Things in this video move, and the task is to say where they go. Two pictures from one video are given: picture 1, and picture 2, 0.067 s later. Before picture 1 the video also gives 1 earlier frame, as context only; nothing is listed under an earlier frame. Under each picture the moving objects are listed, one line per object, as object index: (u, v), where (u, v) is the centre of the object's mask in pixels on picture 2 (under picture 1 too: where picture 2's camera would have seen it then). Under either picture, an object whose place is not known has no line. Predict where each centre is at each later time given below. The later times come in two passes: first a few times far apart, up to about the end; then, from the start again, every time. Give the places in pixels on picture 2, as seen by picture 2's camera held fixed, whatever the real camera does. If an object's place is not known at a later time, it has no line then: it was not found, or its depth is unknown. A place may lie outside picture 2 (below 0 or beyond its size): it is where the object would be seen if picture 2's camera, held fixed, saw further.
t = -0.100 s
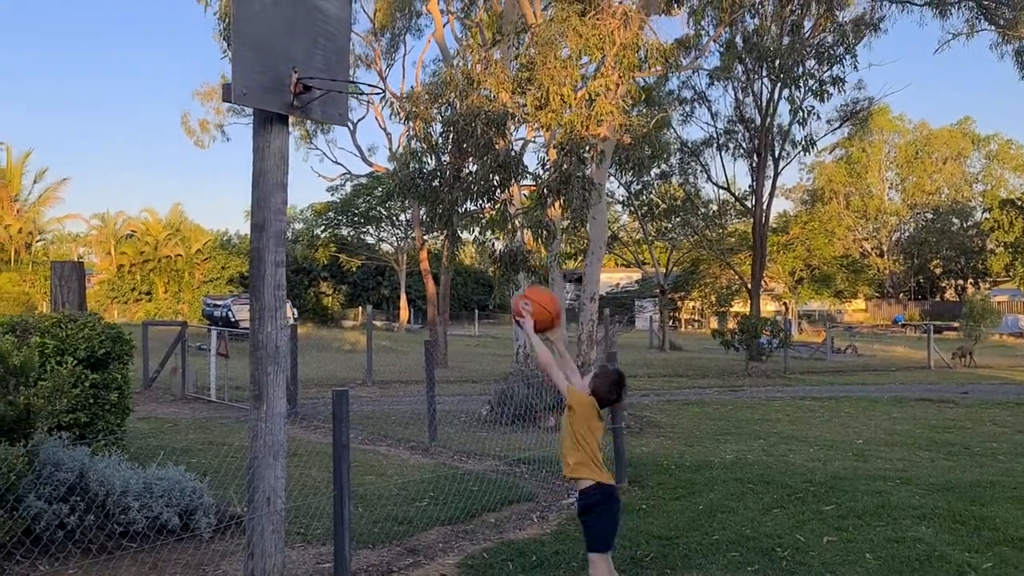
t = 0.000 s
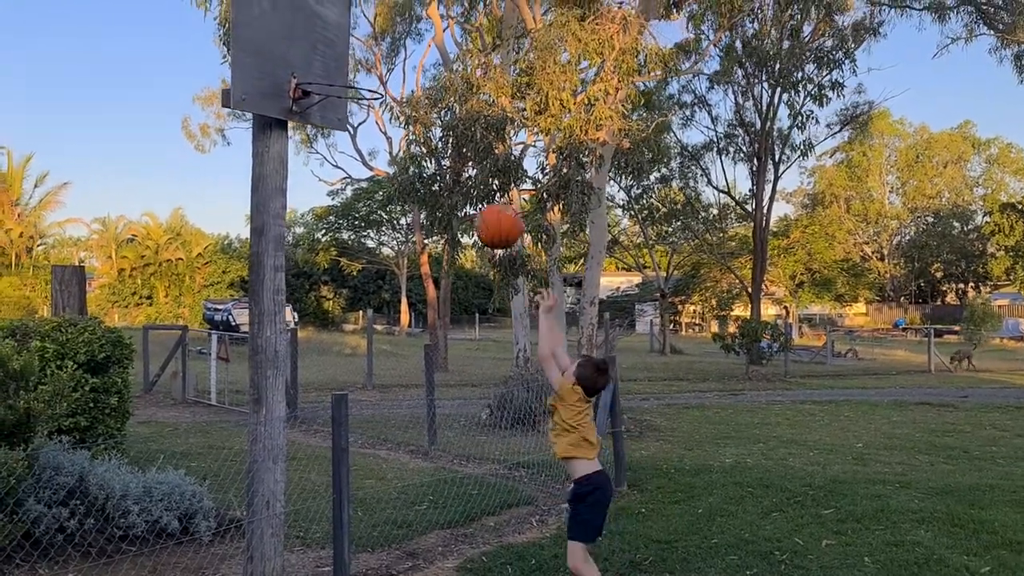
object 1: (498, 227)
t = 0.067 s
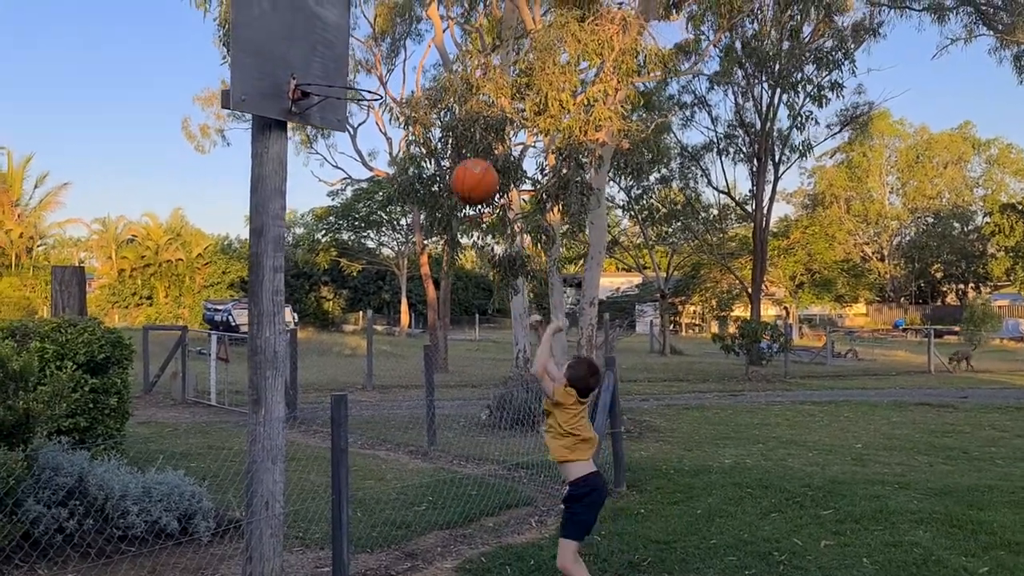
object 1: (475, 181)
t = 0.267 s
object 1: (411, 101)
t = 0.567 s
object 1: (443, 135)
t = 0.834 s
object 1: (501, 306)
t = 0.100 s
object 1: (463, 162)
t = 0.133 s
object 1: (452, 145)
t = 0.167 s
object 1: (441, 131)
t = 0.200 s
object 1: (431, 119)
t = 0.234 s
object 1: (421, 109)
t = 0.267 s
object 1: (411, 101)
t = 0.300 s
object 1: (401, 96)
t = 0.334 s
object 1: (398, 93)
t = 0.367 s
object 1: (404, 93)
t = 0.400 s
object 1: (410, 95)
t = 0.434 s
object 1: (417, 99)
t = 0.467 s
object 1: (423, 105)
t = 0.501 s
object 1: (429, 114)
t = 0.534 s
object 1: (436, 123)
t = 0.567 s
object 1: (443, 135)
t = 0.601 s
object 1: (450, 149)
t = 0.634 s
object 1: (457, 166)
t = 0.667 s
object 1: (465, 184)
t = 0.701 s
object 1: (472, 204)
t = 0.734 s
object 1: (479, 226)
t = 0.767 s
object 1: (486, 251)
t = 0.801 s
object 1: (493, 277)
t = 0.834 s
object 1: (501, 306)
